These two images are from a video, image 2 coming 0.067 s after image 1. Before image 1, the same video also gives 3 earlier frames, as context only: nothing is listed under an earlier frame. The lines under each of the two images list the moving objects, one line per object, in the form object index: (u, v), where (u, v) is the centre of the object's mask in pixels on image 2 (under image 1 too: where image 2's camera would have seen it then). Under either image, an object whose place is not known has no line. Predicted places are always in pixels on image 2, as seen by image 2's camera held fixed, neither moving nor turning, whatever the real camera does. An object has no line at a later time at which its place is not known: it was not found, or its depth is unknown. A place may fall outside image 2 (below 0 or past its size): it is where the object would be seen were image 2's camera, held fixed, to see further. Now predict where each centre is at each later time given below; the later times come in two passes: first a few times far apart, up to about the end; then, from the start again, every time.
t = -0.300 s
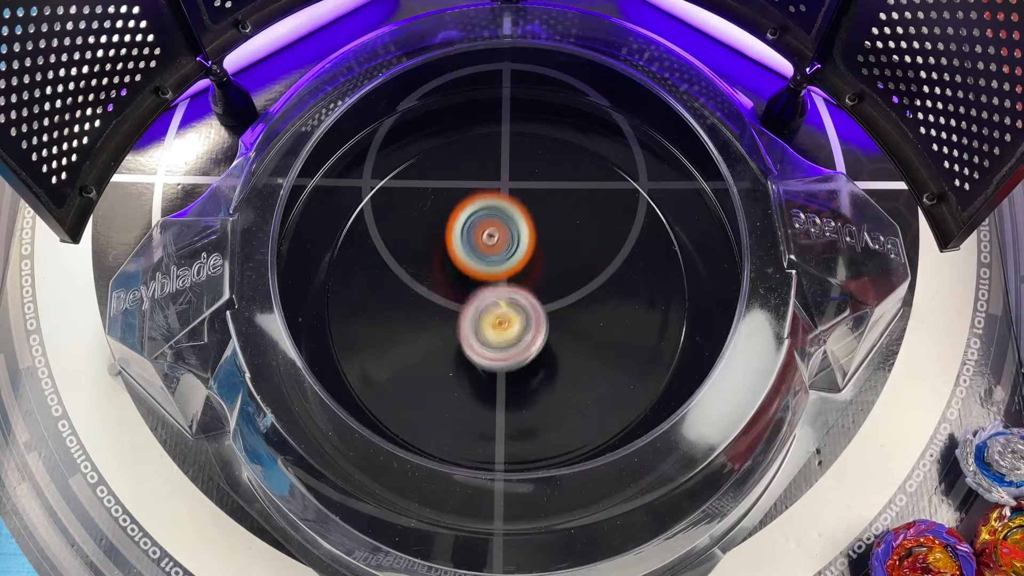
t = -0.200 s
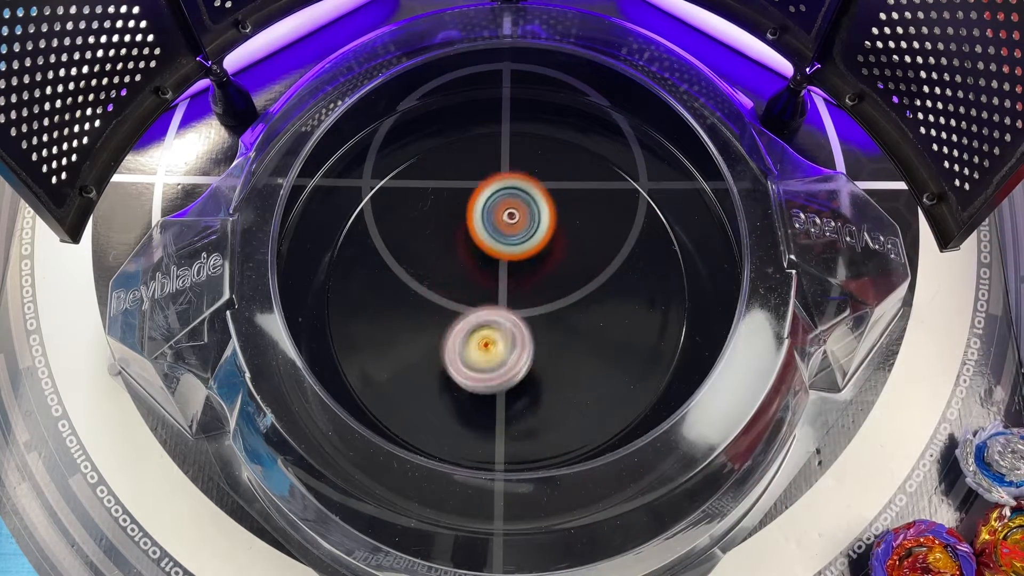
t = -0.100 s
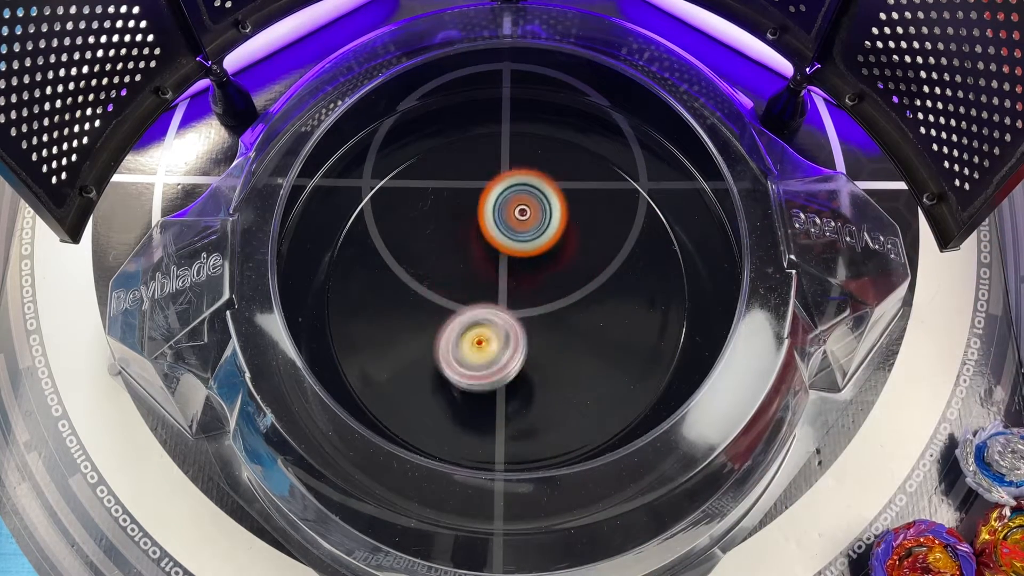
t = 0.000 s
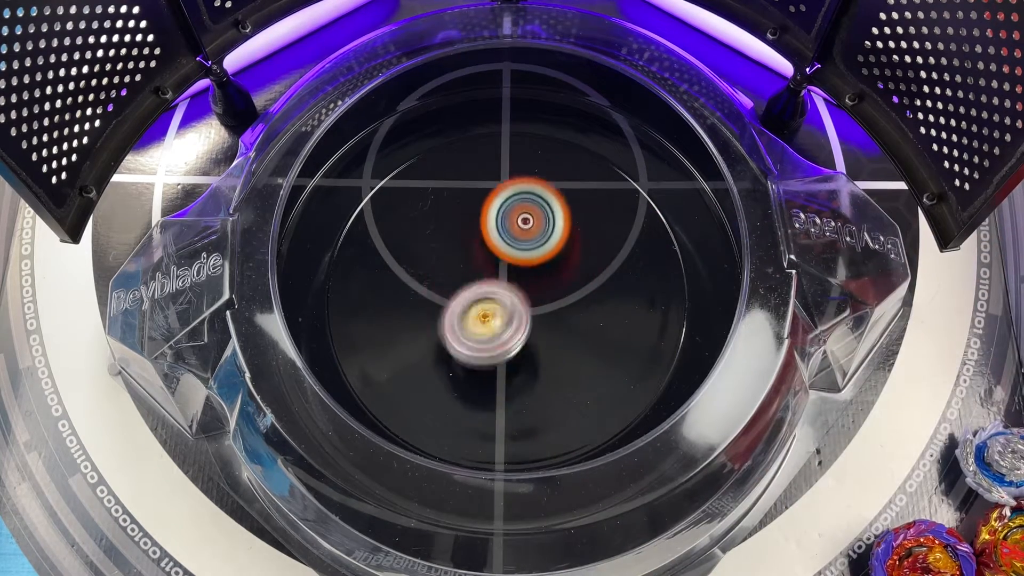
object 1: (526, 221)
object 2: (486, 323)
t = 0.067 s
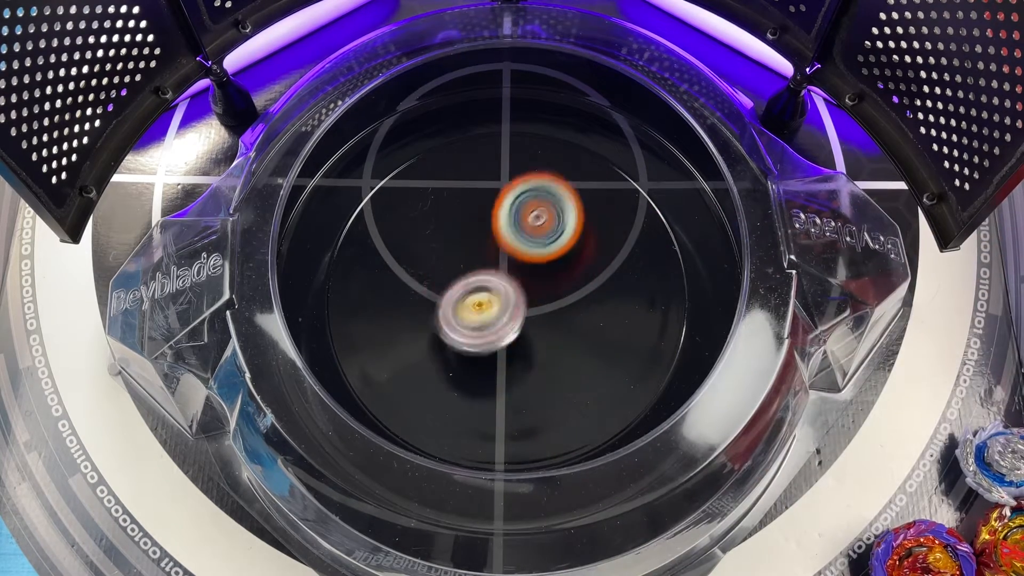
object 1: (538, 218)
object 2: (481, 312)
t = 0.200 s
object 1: (576, 197)
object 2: (445, 318)
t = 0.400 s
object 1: (572, 227)
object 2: (468, 290)
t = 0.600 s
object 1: (604, 277)
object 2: (459, 275)
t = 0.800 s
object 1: (571, 328)
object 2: (477, 276)
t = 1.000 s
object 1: (517, 378)
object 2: (486, 229)
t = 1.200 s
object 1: (481, 332)
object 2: (507, 244)
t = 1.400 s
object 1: (453, 329)
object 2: (560, 212)
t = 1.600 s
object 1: (487, 340)
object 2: (538, 204)
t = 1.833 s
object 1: (483, 427)
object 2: (500, 190)
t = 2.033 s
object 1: (537, 360)
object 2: (437, 323)
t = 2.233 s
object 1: (551, 232)
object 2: (445, 436)
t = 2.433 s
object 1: (521, 241)
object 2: (485, 474)
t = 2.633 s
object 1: (492, 304)
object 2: (498, 478)
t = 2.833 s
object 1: (492, 355)
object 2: (484, 445)
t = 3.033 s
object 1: (524, 309)
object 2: (452, 365)
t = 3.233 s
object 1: (577, 233)
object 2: (387, 249)
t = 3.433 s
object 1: (513, 231)
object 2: (434, 182)
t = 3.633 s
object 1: (524, 327)
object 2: (435, 153)
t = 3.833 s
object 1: (530, 330)
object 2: (467, 266)
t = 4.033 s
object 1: (562, 355)
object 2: (475, 313)
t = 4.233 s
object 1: (584, 361)
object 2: (461, 268)
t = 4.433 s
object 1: (552, 343)
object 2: (496, 245)
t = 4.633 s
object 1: (502, 347)
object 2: (539, 203)
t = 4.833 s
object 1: (481, 328)
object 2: (539, 201)
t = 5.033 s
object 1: (438, 326)
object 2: (545, 242)
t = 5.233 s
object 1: (433, 309)
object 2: (557, 289)
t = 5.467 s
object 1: (415, 243)
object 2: (575, 332)
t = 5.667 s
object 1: (446, 196)
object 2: (560, 277)
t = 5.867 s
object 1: (460, 131)
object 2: (555, 305)
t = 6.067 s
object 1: (479, 87)
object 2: (540, 349)
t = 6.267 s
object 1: (527, 99)
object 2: (497, 308)
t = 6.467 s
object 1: (577, 113)
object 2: (476, 263)
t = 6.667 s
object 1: (623, 123)
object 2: (491, 278)
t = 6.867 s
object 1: (656, 155)
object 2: (509, 287)
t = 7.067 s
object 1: (677, 221)
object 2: (518, 292)
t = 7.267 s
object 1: (661, 310)
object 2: (511, 290)
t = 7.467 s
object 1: (571, 340)
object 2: (488, 273)
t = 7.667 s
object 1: (484, 355)
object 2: (418, 223)
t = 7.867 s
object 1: (413, 309)
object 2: (471, 231)
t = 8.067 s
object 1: (404, 272)
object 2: (562, 233)
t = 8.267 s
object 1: (478, 228)
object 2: (545, 313)
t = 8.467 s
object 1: (546, 183)
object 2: (507, 363)
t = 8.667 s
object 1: (575, 229)
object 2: (479, 305)
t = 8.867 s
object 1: (535, 335)
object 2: (470, 216)
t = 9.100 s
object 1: (491, 356)
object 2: (482, 191)
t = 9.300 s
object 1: (484, 313)
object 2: (539, 254)
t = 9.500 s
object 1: (467, 313)
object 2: (583, 284)
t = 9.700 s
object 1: (463, 268)
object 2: (563, 321)
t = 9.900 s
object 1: (484, 231)
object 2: (534, 302)
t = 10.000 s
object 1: (495, 223)
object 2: (536, 292)
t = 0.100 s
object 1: (552, 207)
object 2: (468, 316)
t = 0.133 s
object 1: (563, 201)
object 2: (459, 318)
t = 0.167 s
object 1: (571, 198)
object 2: (452, 315)
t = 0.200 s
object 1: (576, 197)
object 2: (445, 318)
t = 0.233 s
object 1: (579, 198)
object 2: (444, 315)
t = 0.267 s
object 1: (581, 201)
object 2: (442, 312)
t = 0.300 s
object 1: (581, 206)
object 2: (446, 311)
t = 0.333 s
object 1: (580, 211)
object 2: (450, 304)
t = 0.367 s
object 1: (577, 219)
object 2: (459, 302)
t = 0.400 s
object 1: (572, 227)
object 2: (468, 290)
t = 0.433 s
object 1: (566, 237)
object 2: (480, 287)
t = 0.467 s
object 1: (569, 246)
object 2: (483, 282)
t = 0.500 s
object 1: (581, 252)
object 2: (476, 280)
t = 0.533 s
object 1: (591, 259)
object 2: (468, 277)
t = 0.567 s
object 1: (599, 268)
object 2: (464, 275)
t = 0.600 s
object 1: (604, 277)
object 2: (459, 275)
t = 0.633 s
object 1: (606, 287)
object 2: (459, 272)
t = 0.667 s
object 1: (605, 297)
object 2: (458, 272)
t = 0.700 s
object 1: (601, 307)
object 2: (461, 276)
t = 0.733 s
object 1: (593, 315)
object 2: (464, 273)
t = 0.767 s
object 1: (583, 323)
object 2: (470, 276)
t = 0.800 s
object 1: (571, 328)
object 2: (477, 276)
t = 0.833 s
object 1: (556, 332)
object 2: (484, 277)
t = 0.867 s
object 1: (549, 346)
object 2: (485, 270)
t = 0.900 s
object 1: (543, 359)
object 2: (484, 256)
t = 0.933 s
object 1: (535, 368)
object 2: (485, 247)
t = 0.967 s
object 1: (526, 375)
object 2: (484, 237)
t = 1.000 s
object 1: (517, 378)
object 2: (486, 229)
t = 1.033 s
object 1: (508, 378)
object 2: (488, 228)
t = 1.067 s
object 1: (500, 375)
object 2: (491, 224)
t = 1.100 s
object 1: (493, 368)
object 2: (496, 226)
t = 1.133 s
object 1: (487, 359)
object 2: (498, 230)
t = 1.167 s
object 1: (483, 346)
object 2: (502, 236)
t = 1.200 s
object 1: (481, 332)
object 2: (507, 244)
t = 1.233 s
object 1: (476, 324)
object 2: (515, 245)
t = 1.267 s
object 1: (465, 328)
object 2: (530, 235)
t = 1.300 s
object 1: (457, 330)
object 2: (542, 228)
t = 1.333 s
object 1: (452, 331)
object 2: (550, 218)
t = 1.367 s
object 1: (450, 330)
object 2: (556, 213)
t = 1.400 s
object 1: (453, 329)
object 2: (560, 212)
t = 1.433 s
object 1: (457, 326)
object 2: (558, 212)
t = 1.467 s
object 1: (466, 321)
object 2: (554, 213)
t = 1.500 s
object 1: (478, 316)
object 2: (549, 218)
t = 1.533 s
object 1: (491, 309)
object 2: (540, 227)
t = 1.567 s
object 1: (495, 315)
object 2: (534, 223)
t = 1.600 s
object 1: (487, 340)
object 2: (538, 204)
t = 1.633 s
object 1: (480, 363)
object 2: (541, 190)
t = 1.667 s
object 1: (476, 382)
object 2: (541, 179)
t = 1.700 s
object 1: (473, 399)
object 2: (538, 174)
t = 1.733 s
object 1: (472, 413)
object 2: (531, 172)
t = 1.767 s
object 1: (474, 421)
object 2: (520, 173)
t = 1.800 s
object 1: (478, 426)
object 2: (510, 180)
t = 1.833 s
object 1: (483, 427)
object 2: (500, 190)
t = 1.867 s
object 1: (490, 426)
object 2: (488, 204)
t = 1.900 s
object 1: (498, 421)
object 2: (476, 222)
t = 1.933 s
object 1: (507, 412)
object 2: (464, 244)
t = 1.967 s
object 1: (517, 398)
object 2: (453, 269)
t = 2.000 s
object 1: (528, 380)
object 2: (444, 296)
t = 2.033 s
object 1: (537, 360)
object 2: (437, 323)
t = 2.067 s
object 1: (546, 336)
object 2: (432, 350)
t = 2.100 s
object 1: (552, 311)
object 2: (430, 373)
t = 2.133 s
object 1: (555, 286)
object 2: (431, 395)
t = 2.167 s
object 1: (555, 263)
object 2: (434, 411)
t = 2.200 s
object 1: (554, 245)
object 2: (440, 424)
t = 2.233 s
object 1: (551, 232)
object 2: (445, 436)
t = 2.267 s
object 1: (547, 223)
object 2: (453, 444)
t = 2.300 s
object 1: (543, 219)
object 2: (461, 452)
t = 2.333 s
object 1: (538, 220)
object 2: (468, 460)
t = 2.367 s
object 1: (533, 225)
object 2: (474, 464)
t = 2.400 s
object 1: (527, 232)
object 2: (480, 471)
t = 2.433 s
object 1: (521, 241)
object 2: (485, 474)
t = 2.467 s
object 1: (516, 251)
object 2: (490, 478)
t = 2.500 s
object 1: (510, 261)
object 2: (493, 480)
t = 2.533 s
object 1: (505, 271)
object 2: (496, 482)
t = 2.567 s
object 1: (500, 281)
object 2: (497, 481)
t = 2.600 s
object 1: (495, 292)
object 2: (498, 481)
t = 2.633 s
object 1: (492, 304)
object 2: (498, 478)
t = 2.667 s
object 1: (489, 316)
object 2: (498, 476)
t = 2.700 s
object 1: (488, 327)
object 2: (496, 471)
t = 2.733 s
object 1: (487, 337)
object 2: (494, 467)
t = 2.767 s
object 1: (488, 345)
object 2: (491, 460)
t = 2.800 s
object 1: (489, 352)
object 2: (488, 454)
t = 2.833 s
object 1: (492, 355)
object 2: (484, 445)
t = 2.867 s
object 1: (499, 354)
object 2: (477, 439)
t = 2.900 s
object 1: (507, 346)
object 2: (470, 428)
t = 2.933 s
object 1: (515, 336)
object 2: (463, 418)
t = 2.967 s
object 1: (520, 327)
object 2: (458, 404)
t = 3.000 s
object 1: (523, 318)
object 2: (454, 386)
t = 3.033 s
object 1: (524, 309)
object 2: (452, 365)
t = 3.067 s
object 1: (536, 297)
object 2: (441, 343)
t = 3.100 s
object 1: (553, 279)
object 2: (423, 327)
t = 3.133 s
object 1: (566, 264)
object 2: (409, 305)
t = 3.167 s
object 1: (575, 251)
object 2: (397, 288)
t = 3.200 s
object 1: (578, 241)
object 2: (389, 267)
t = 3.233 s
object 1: (577, 233)
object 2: (387, 249)
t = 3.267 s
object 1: (572, 228)
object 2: (388, 232)
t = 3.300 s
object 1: (562, 226)
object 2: (392, 217)
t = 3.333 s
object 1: (550, 224)
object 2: (398, 203)
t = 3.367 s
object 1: (538, 225)
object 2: (407, 194)
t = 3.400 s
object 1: (526, 227)
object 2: (420, 186)
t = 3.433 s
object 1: (513, 231)
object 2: (434, 182)
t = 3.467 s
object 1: (516, 249)
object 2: (435, 169)
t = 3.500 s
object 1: (520, 270)
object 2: (434, 158)
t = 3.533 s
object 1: (523, 290)
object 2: (433, 149)
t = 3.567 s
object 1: (524, 307)
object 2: (432, 146)
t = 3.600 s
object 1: (524, 319)
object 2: (433, 147)
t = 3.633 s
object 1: (524, 327)
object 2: (435, 153)
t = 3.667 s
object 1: (524, 331)
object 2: (437, 163)
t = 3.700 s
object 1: (525, 332)
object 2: (440, 179)
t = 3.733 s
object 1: (526, 333)
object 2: (444, 195)
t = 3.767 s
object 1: (527, 332)
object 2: (451, 218)
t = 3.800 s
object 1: (528, 331)
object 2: (458, 240)
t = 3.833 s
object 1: (530, 330)
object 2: (467, 266)
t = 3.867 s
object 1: (539, 338)
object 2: (468, 278)
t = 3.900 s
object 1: (547, 346)
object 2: (469, 290)
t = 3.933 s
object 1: (554, 351)
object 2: (471, 299)
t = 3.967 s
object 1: (557, 353)
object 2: (473, 307)
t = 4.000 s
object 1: (558, 352)
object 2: (475, 313)
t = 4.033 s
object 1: (562, 355)
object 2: (475, 313)
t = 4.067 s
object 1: (572, 359)
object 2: (469, 307)
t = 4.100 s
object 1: (580, 361)
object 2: (464, 299)
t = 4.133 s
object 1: (584, 362)
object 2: (461, 292)
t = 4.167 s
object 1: (585, 362)
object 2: (460, 283)
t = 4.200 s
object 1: (585, 362)
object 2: (459, 275)
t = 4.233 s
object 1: (584, 361)
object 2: (461, 268)
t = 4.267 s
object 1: (581, 359)
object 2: (464, 261)
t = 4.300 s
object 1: (576, 357)
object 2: (468, 254)
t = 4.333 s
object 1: (572, 354)
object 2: (473, 251)
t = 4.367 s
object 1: (566, 351)
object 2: (481, 247)
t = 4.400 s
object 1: (559, 348)
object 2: (488, 245)
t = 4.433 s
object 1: (552, 343)
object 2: (496, 245)
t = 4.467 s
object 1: (544, 338)
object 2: (505, 246)
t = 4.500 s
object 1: (535, 333)
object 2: (514, 248)
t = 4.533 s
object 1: (526, 337)
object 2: (522, 240)
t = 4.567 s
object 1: (516, 344)
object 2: (529, 225)
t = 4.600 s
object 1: (508, 347)
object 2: (536, 214)
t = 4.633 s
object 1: (502, 347)
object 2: (539, 203)
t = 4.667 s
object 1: (497, 346)
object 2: (543, 196)
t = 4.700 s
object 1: (493, 344)
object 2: (545, 193)
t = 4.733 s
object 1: (490, 341)
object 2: (545, 190)
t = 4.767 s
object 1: (487, 337)
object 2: (544, 191)
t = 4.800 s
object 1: (484, 333)
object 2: (543, 195)
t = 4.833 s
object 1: (481, 328)
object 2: (539, 201)
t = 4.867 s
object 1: (479, 323)
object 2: (535, 212)
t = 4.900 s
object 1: (477, 317)
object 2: (532, 222)
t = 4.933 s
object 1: (476, 310)
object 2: (526, 236)
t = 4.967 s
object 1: (464, 315)
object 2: (531, 241)
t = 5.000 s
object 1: (449, 322)
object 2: (540, 240)
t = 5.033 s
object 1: (438, 326)
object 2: (545, 242)
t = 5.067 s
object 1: (432, 326)
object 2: (552, 246)
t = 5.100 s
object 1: (429, 324)
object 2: (555, 251)
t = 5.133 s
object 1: (428, 321)
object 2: (559, 260)
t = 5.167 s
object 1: (428, 317)
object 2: (560, 268)
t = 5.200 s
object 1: (430, 313)
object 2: (558, 277)
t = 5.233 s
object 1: (433, 309)
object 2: (557, 289)
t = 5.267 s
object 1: (436, 304)
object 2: (552, 297)
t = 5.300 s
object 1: (441, 300)
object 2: (545, 307)
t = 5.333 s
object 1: (446, 295)
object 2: (538, 315)
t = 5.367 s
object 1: (436, 283)
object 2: (547, 323)
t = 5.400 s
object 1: (425, 269)
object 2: (559, 329)
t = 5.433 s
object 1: (418, 256)
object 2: (568, 332)
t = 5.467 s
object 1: (415, 243)
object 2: (575, 332)
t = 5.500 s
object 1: (414, 232)
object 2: (581, 328)
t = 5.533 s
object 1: (416, 222)
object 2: (583, 322)
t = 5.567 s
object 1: (420, 212)
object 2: (581, 313)
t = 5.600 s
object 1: (427, 205)
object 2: (577, 302)
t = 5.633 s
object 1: (436, 199)
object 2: (569, 290)
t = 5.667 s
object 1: (446, 196)
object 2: (560, 277)
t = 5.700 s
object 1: (457, 195)
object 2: (548, 264)
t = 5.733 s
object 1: (470, 196)
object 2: (536, 254)
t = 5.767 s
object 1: (468, 181)
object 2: (537, 260)
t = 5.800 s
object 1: (464, 161)
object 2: (544, 274)
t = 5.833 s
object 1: (461, 143)
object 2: (551, 291)
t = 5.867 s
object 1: (460, 131)
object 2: (555, 305)
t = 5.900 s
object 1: (460, 122)
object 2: (558, 318)
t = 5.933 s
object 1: (462, 114)
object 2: (557, 328)
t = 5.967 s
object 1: (464, 106)
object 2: (555, 338)
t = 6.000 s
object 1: (469, 98)
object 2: (552, 344)
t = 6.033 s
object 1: (474, 91)
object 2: (547, 347)
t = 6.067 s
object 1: (479, 87)
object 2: (540, 349)
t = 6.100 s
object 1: (486, 88)
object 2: (534, 345)
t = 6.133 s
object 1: (494, 89)
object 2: (525, 342)
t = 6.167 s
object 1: (501, 91)
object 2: (518, 334)
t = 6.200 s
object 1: (510, 94)
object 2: (509, 328)
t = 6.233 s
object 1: (518, 96)
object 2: (501, 316)
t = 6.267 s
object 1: (527, 99)
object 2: (497, 308)
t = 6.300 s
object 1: (536, 102)
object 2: (487, 295)
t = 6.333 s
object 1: (544, 103)
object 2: (487, 288)
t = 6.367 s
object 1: (553, 107)
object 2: (479, 279)
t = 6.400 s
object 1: (561, 109)
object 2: (480, 271)
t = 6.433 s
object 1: (569, 112)
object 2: (477, 270)
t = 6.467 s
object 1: (577, 113)
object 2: (476, 263)
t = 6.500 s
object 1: (583, 115)
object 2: (479, 267)
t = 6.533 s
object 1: (591, 118)
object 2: (478, 263)
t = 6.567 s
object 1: (599, 118)
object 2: (484, 266)
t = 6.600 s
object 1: (607, 120)
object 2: (482, 270)
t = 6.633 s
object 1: (615, 121)
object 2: (489, 269)
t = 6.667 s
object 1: (623, 123)
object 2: (491, 278)
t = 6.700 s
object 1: (633, 126)
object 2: (495, 276)
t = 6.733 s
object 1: (643, 128)
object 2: (500, 283)
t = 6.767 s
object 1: (649, 133)
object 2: (499, 284)
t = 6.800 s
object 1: (650, 141)
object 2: (505, 284)
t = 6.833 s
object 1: (653, 148)
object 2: (506, 290)
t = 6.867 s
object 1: (656, 155)
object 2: (509, 287)
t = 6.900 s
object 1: (660, 163)
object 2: (512, 291)
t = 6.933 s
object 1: (662, 172)
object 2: (512, 290)
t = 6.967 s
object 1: (666, 183)
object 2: (516, 289)
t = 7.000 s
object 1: (670, 195)
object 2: (516, 293)
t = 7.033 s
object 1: (674, 207)
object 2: (516, 290)
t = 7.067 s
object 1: (677, 221)
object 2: (518, 292)
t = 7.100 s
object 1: (680, 237)
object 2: (517, 291)
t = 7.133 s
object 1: (682, 254)
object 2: (518, 290)
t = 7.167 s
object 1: (681, 270)
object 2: (516, 292)
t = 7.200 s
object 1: (678, 285)
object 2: (514, 289)
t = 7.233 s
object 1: (672, 299)
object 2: (515, 293)
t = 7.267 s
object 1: (661, 310)
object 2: (511, 290)
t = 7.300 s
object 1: (647, 317)
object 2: (512, 290)
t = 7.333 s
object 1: (632, 322)
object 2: (508, 293)
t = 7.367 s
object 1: (615, 326)
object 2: (505, 289)
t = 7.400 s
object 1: (597, 328)
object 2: (506, 293)
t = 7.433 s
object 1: (579, 330)
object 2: (500, 289)
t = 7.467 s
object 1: (571, 340)
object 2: (488, 273)
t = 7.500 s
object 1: (563, 350)
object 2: (461, 263)
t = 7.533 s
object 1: (550, 356)
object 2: (451, 248)
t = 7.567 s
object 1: (535, 359)
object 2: (433, 238)
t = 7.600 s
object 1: (517, 360)
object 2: (427, 230)
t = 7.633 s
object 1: (500, 358)
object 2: (417, 227)
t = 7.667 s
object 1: (484, 355)
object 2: (418, 223)
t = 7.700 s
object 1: (468, 348)
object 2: (419, 225)
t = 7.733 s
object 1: (455, 340)
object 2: (422, 225)
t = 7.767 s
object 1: (444, 331)
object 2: (427, 230)
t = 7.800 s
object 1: (434, 320)
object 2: (437, 234)
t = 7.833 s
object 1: (424, 312)
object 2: (452, 236)
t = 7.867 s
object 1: (413, 309)
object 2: (471, 231)
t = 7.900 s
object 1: (402, 305)
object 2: (493, 226)
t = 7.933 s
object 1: (396, 300)
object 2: (513, 226)
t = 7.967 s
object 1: (394, 293)
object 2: (530, 222)
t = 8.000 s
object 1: (395, 287)
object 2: (546, 223)
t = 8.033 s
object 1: (398, 280)
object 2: (557, 227)
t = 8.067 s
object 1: (404, 272)
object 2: (562, 233)
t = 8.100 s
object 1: (414, 265)
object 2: (566, 240)
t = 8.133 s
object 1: (427, 259)
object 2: (567, 250)
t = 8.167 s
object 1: (441, 255)
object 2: (561, 261)
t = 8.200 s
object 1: (456, 251)
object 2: (554, 272)
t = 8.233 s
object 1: (471, 245)
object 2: (544, 288)
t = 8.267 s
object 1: (478, 228)
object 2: (545, 313)
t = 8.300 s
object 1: (487, 215)
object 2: (540, 332)
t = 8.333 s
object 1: (498, 205)
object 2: (536, 343)
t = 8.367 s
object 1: (511, 196)
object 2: (530, 353)
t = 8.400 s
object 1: (523, 190)
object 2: (526, 363)
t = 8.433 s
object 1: (536, 184)
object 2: (515, 368)
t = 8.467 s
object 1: (546, 183)
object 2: (507, 363)
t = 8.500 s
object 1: (555, 184)
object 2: (501, 355)
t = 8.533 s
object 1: (563, 189)
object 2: (496, 352)
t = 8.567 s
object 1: (569, 195)
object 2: (488, 346)
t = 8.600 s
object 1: (573, 204)
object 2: (481, 331)
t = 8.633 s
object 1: (575, 215)
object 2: (482, 316)
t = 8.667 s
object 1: (575, 229)
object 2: (479, 305)
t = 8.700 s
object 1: (571, 242)
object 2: (475, 294)
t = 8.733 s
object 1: (566, 256)
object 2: (474, 278)
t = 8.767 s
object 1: (557, 272)
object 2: (476, 264)
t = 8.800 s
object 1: (551, 293)
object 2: (476, 245)
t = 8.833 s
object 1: (543, 313)
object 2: (473, 229)
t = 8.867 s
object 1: (535, 335)
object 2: (470, 216)
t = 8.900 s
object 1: (530, 348)
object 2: (468, 202)
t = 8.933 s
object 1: (518, 358)
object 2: (473, 191)
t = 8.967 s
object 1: (510, 366)
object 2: (474, 187)
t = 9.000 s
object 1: (503, 369)
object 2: (475, 185)
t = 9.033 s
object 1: (496, 367)
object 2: (476, 184)
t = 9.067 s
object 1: (493, 363)
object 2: (479, 185)
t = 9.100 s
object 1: (491, 356)
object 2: (482, 191)
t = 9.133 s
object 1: (490, 346)
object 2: (486, 199)
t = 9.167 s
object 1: (492, 336)
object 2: (490, 209)
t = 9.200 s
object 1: (496, 325)
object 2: (495, 220)
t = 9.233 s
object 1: (498, 315)
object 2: (501, 231)
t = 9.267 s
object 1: (492, 315)
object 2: (518, 242)
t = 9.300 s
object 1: (484, 313)
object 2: (539, 254)
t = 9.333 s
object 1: (475, 318)
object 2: (558, 262)
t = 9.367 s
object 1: (468, 319)
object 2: (570, 267)
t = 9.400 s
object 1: (462, 318)
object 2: (581, 270)
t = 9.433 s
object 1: (462, 317)
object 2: (587, 273)
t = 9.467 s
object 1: (461, 315)
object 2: (587, 279)
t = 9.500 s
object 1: (467, 313)
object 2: (583, 284)
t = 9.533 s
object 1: (470, 309)
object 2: (575, 287)
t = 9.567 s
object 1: (477, 308)
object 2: (561, 290)
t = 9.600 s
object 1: (476, 301)
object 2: (551, 301)
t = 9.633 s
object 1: (476, 292)
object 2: (553, 312)
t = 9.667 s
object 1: (468, 282)
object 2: (560, 318)
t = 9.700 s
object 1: (463, 268)
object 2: (563, 321)
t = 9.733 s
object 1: (462, 257)
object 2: (563, 322)
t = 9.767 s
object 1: (464, 249)
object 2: (562, 321)
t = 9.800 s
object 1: (467, 240)
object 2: (558, 320)
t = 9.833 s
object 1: (473, 235)
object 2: (551, 317)
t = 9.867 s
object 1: (479, 233)
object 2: (540, 311)
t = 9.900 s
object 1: (484, 231)
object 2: (534, 302)
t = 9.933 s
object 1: (489, 228)
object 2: (531, 295)
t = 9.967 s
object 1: (492, 224)
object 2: (534, 293)
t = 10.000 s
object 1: (495, 223)
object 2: (536, 292)
